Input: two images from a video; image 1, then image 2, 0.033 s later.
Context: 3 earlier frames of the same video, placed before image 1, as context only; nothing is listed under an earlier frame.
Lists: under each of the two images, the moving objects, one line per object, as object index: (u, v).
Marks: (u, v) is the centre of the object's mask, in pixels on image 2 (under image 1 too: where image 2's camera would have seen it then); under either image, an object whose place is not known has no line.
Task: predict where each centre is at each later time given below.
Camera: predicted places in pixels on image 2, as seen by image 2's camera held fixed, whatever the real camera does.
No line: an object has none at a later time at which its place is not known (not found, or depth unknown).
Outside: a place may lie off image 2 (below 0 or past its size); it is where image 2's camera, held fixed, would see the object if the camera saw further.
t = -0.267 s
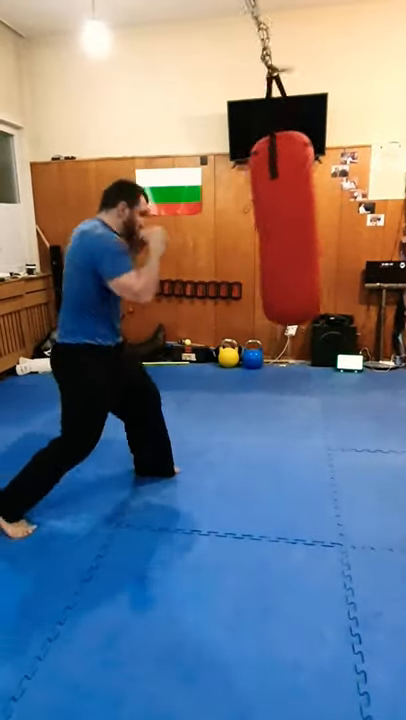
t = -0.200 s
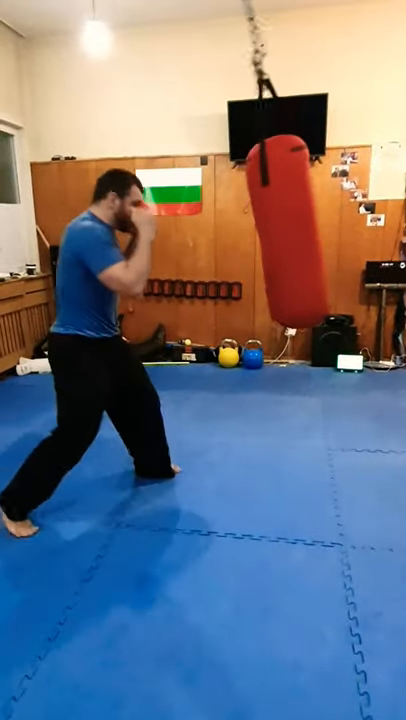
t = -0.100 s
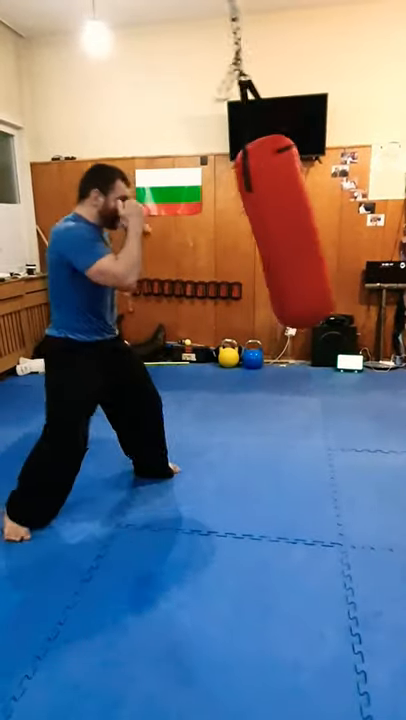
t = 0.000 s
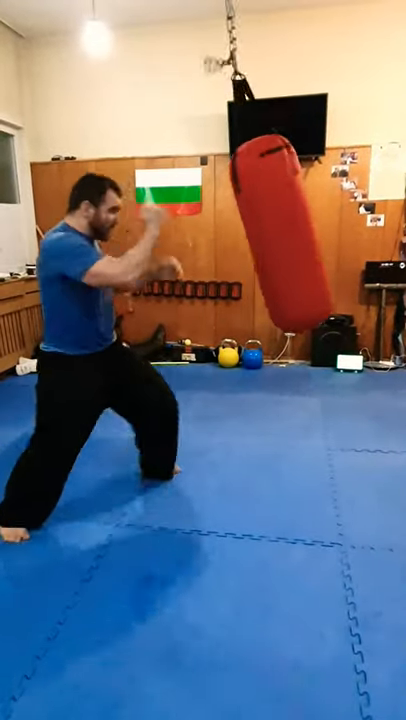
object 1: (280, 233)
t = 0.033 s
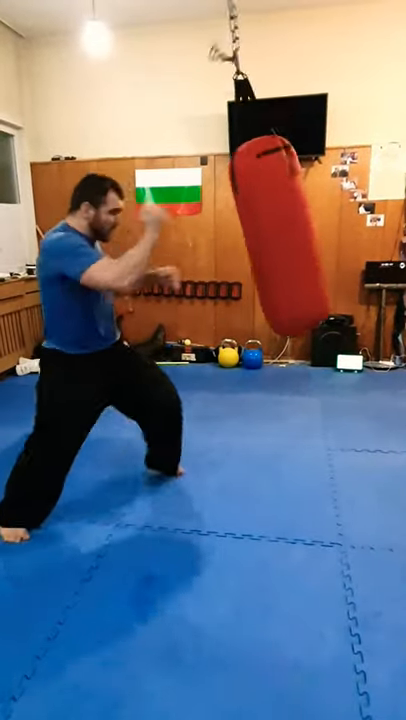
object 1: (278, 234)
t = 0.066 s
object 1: (275, 227)
